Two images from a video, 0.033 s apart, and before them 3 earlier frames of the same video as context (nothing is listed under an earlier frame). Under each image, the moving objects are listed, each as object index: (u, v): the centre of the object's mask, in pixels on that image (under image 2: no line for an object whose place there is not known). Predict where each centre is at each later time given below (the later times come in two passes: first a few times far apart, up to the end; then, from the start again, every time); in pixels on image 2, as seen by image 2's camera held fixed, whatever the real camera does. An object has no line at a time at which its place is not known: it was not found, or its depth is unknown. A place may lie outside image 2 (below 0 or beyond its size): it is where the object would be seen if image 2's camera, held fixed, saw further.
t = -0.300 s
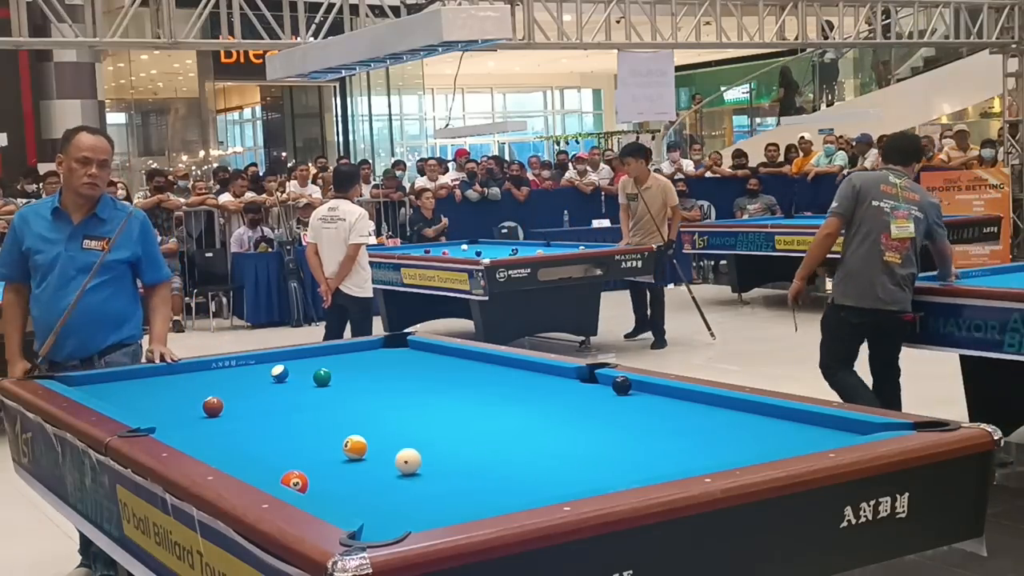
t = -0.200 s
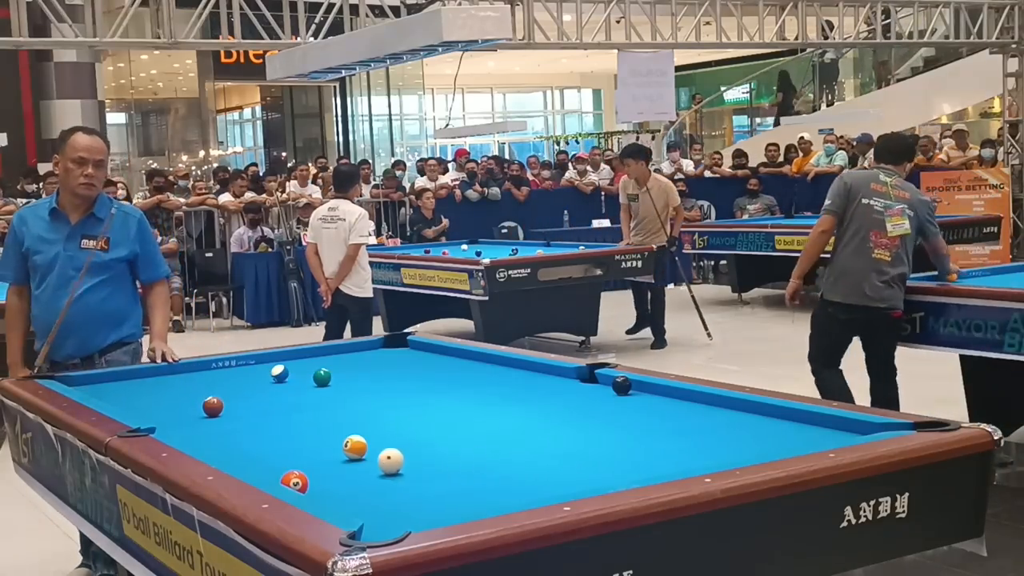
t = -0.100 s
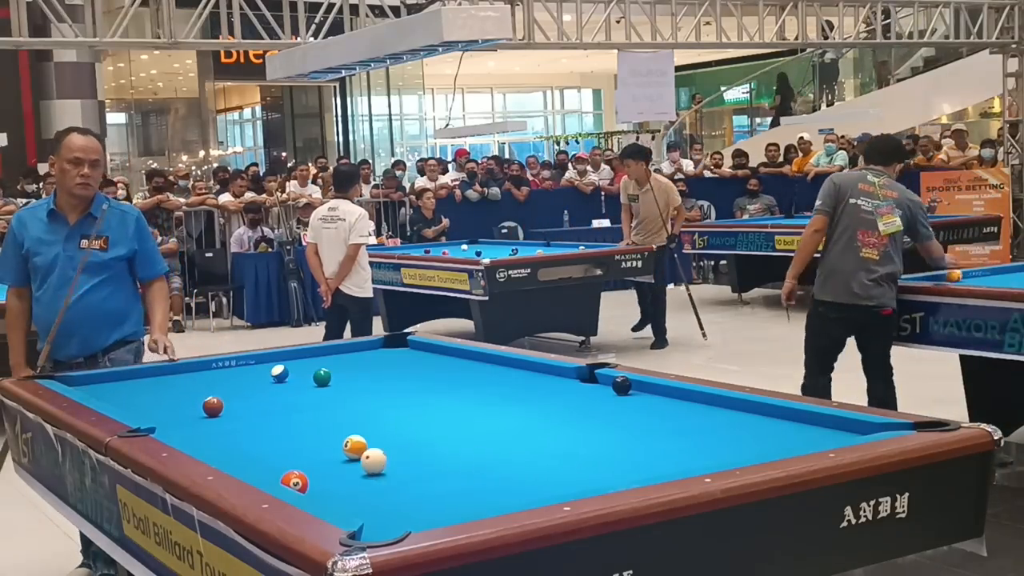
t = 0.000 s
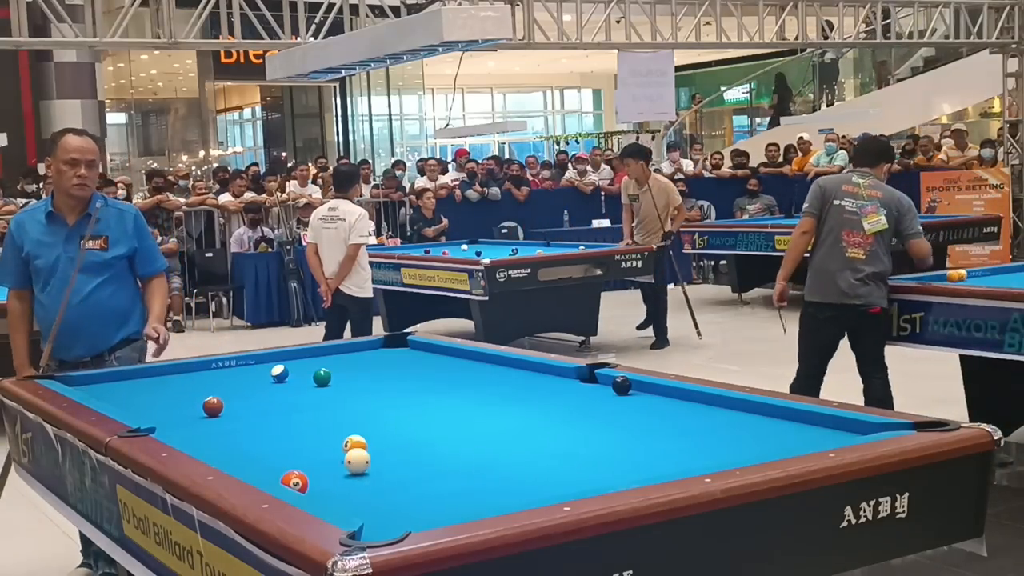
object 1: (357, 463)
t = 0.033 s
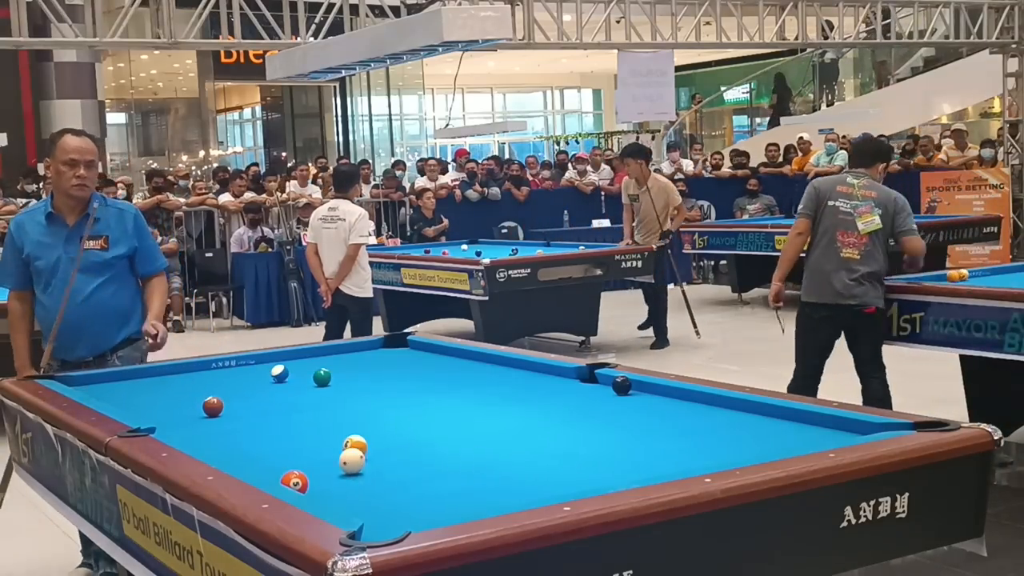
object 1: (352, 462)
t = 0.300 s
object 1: (310, 462)
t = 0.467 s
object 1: (285, 461)
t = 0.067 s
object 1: (347, 462)
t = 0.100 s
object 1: (341, 462)
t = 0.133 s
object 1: (336, 463)
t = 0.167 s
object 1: (330, 463)
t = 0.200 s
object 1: (325, 462)
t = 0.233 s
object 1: (320, 462)
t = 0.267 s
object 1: (315, 462)
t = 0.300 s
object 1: (310, 462)
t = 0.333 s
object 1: (306, 461)
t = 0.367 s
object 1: (301, 461)
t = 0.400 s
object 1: (296, 460)
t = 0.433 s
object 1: (290, 461)
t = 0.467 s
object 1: (285, 461)
